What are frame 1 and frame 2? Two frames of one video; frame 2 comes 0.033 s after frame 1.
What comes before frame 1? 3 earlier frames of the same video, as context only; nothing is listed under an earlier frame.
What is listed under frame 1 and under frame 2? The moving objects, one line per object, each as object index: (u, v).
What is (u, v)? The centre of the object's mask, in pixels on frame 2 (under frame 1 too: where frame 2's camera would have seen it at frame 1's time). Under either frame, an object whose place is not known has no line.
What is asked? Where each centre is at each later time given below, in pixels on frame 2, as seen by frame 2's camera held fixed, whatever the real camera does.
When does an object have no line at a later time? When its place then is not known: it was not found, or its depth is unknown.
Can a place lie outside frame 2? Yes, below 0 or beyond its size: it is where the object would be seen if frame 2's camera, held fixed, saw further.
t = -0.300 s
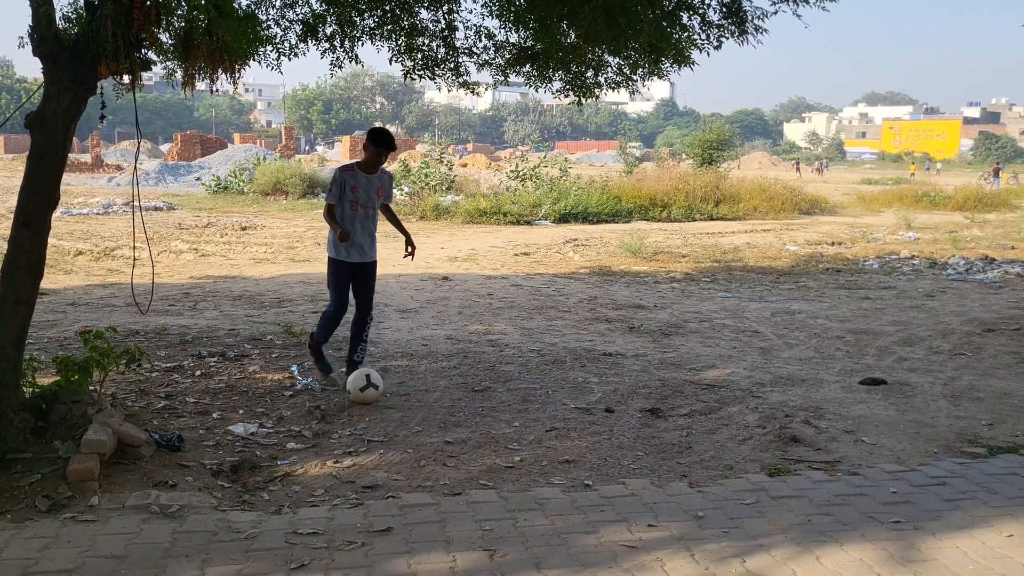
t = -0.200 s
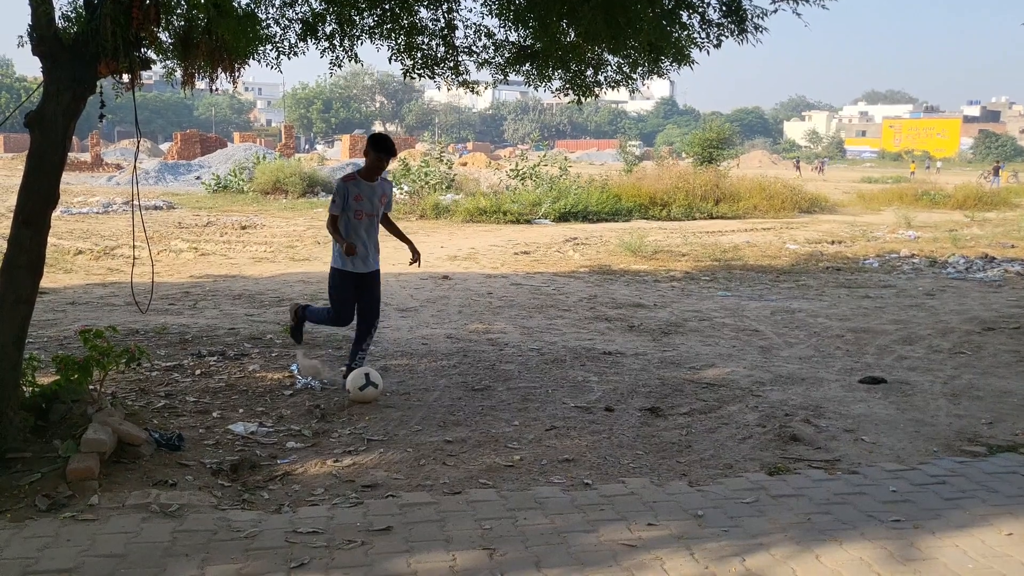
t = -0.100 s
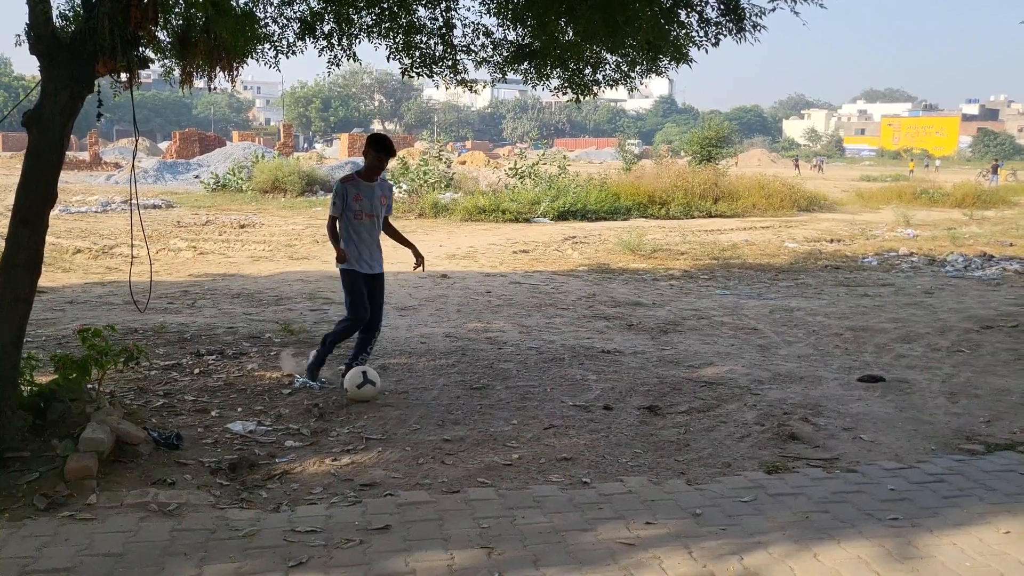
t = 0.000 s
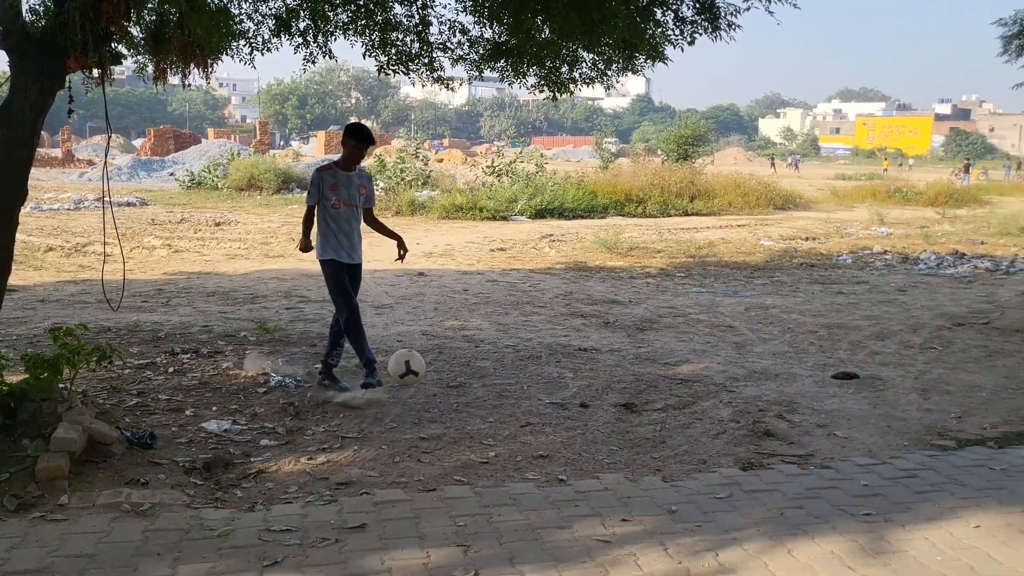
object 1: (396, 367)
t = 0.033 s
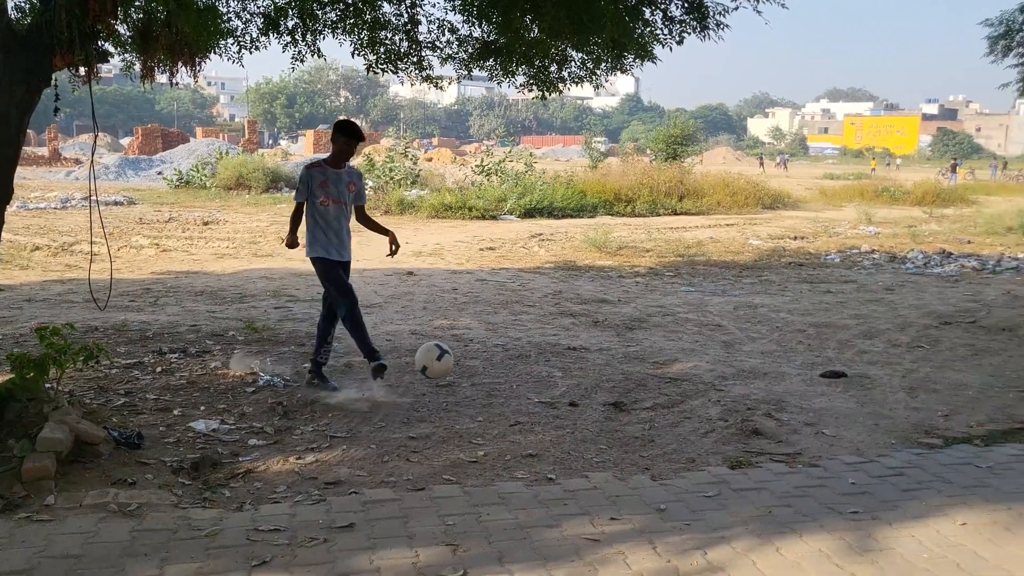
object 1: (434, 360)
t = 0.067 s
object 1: (474, 355)
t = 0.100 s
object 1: (515, 352)
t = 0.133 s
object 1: (558, 350)
